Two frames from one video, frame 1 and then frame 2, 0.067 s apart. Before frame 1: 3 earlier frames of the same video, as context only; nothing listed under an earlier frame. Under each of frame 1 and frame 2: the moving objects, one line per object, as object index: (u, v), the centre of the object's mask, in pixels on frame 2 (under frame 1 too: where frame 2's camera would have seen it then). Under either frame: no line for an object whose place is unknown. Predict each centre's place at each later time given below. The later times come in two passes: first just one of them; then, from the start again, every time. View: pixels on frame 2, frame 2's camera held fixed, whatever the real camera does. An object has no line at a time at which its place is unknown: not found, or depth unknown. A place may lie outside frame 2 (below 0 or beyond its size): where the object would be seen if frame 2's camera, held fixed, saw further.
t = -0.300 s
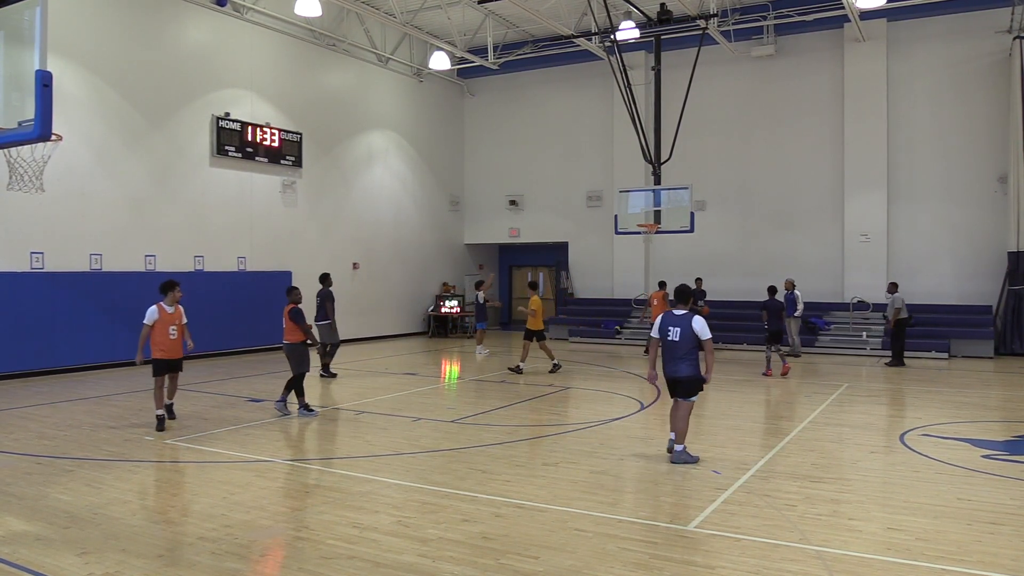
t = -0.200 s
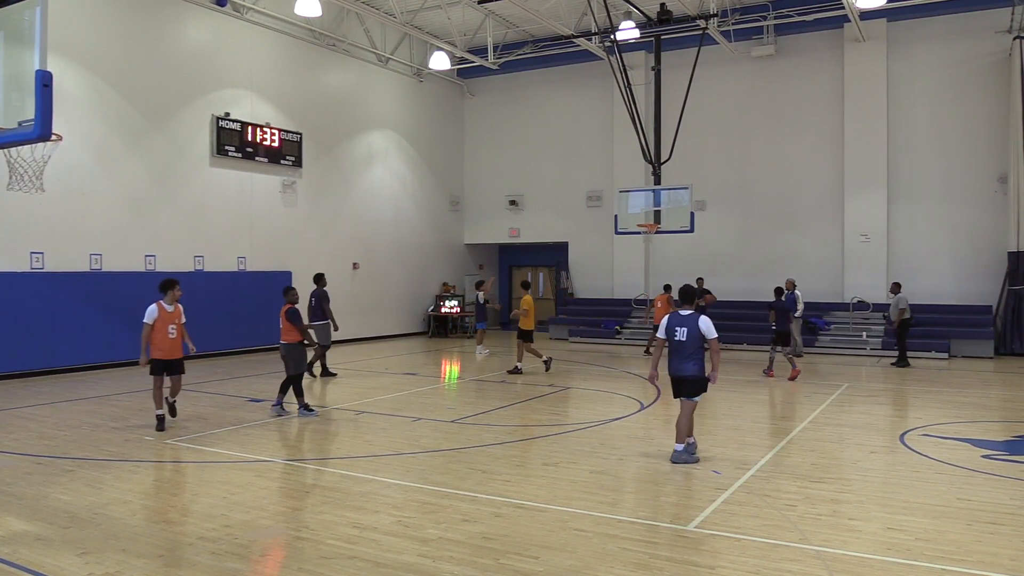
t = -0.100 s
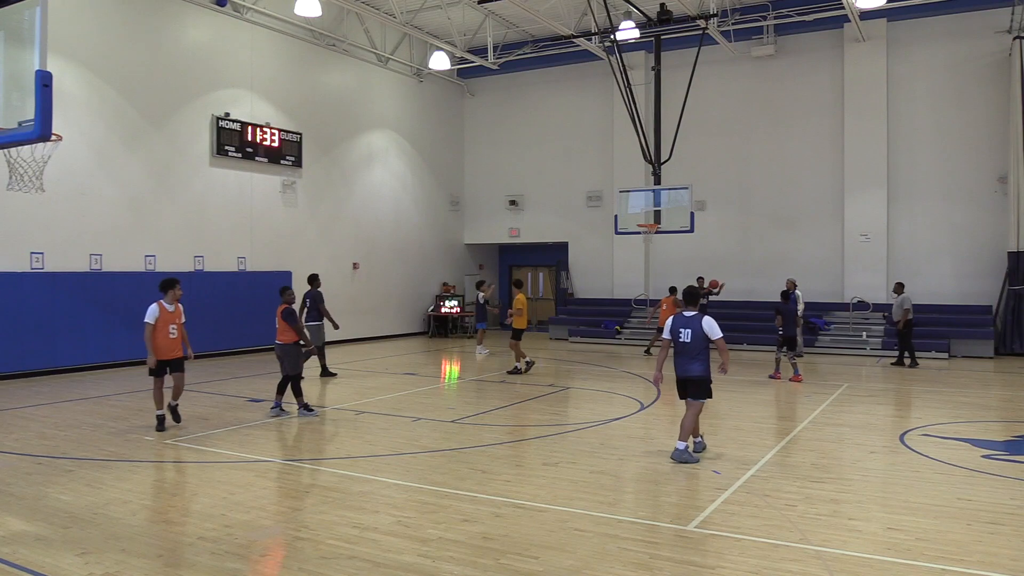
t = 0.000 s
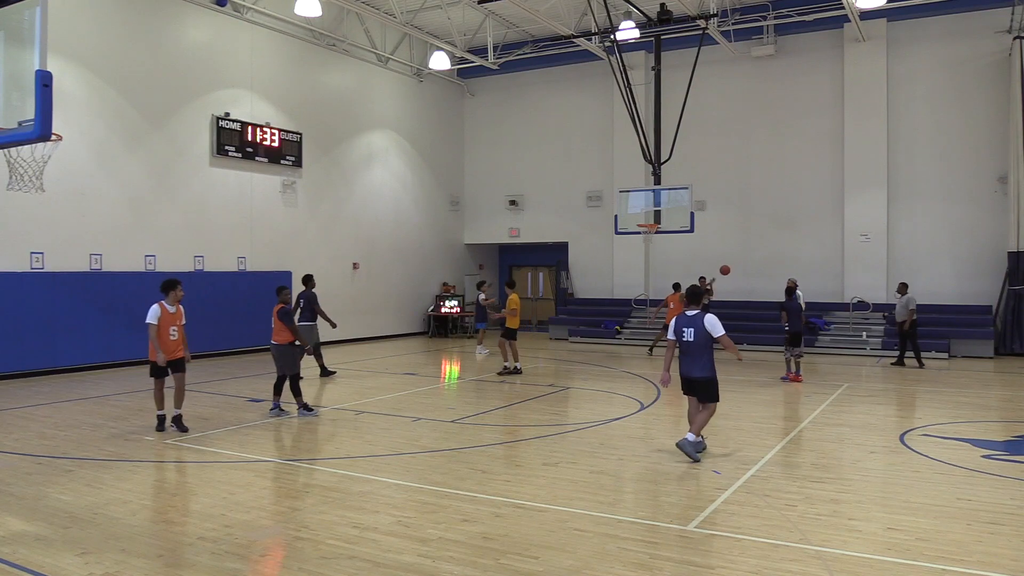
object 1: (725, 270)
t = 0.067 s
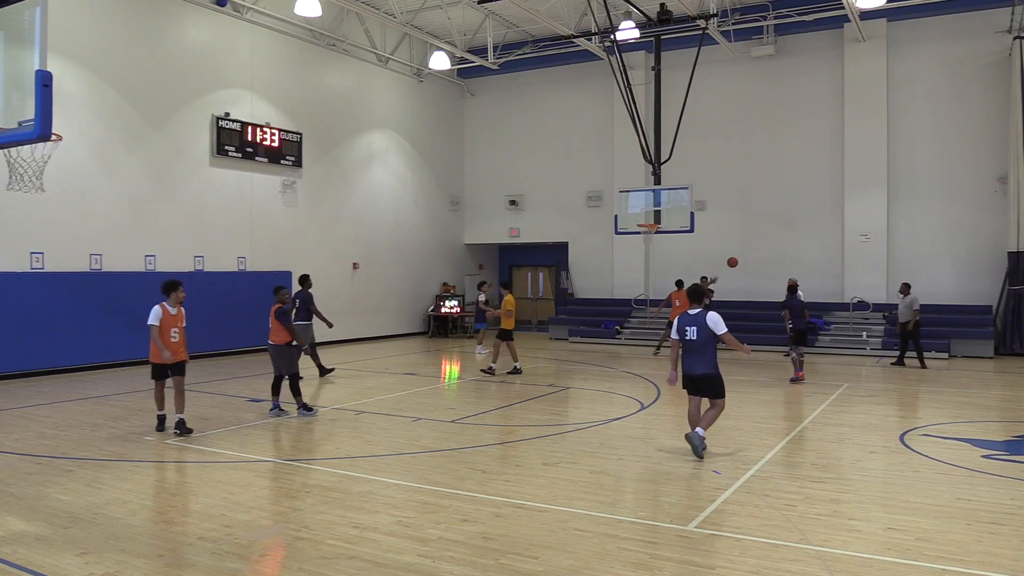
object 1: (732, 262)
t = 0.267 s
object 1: (757, 248)
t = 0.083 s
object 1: (734, 260)
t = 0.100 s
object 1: (736, 259)
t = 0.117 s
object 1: (738, 257)
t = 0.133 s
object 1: (740, 256)
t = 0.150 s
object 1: (742, 255)
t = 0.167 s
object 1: (744, 253)
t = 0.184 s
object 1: (747, 252)
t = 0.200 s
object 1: (748, 251)
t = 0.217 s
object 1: (751, 250)
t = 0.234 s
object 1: (753, 249)
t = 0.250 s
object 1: (755, 249)
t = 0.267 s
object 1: (757, 248)
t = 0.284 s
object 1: (760, 248)
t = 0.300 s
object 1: (762, 248)
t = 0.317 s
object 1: (764, 247)
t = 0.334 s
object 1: (767, 247)
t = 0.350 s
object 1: (769, 247)
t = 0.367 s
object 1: (771, 248)
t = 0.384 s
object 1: (774, 248)
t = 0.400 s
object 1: (777, 249)
